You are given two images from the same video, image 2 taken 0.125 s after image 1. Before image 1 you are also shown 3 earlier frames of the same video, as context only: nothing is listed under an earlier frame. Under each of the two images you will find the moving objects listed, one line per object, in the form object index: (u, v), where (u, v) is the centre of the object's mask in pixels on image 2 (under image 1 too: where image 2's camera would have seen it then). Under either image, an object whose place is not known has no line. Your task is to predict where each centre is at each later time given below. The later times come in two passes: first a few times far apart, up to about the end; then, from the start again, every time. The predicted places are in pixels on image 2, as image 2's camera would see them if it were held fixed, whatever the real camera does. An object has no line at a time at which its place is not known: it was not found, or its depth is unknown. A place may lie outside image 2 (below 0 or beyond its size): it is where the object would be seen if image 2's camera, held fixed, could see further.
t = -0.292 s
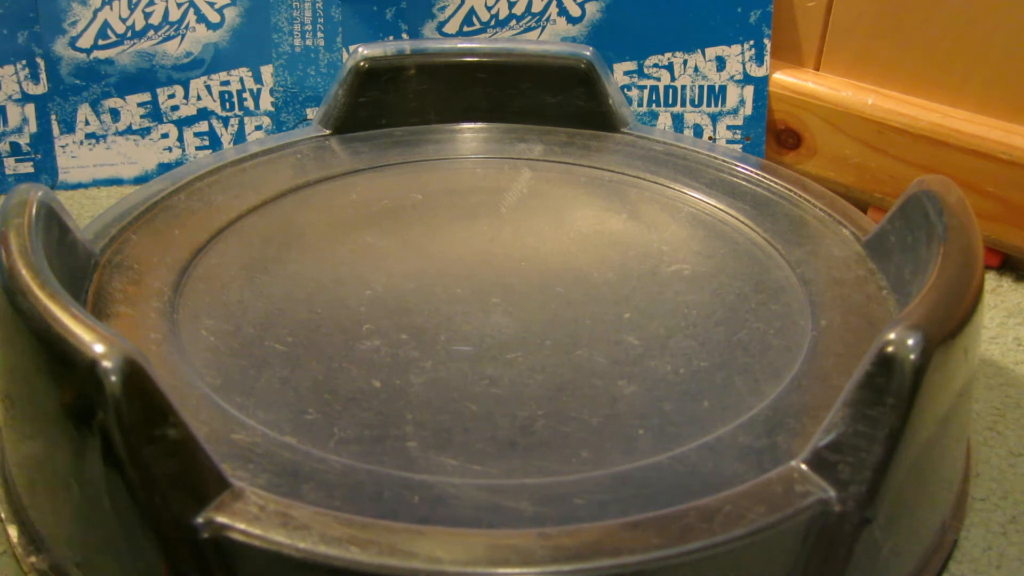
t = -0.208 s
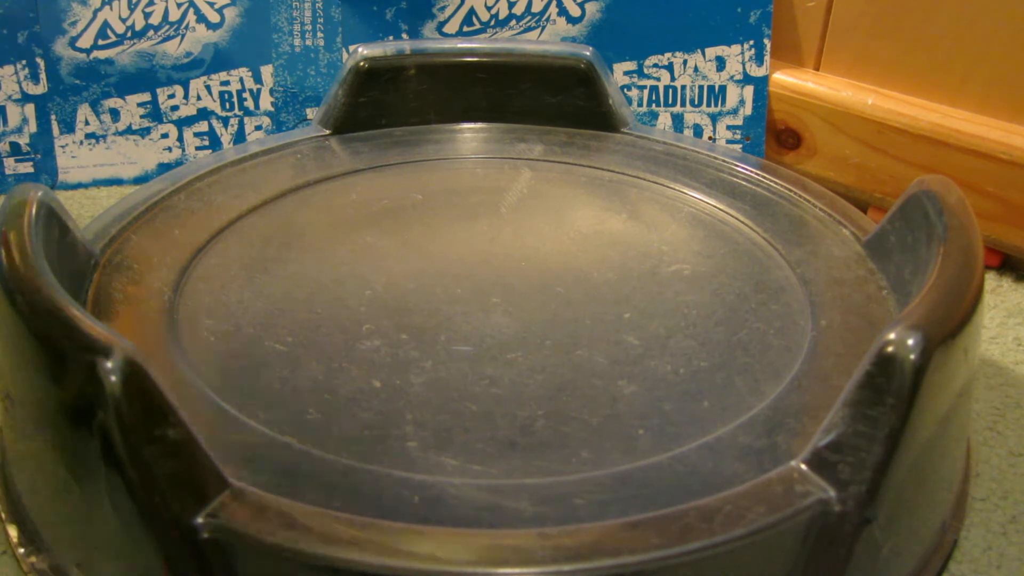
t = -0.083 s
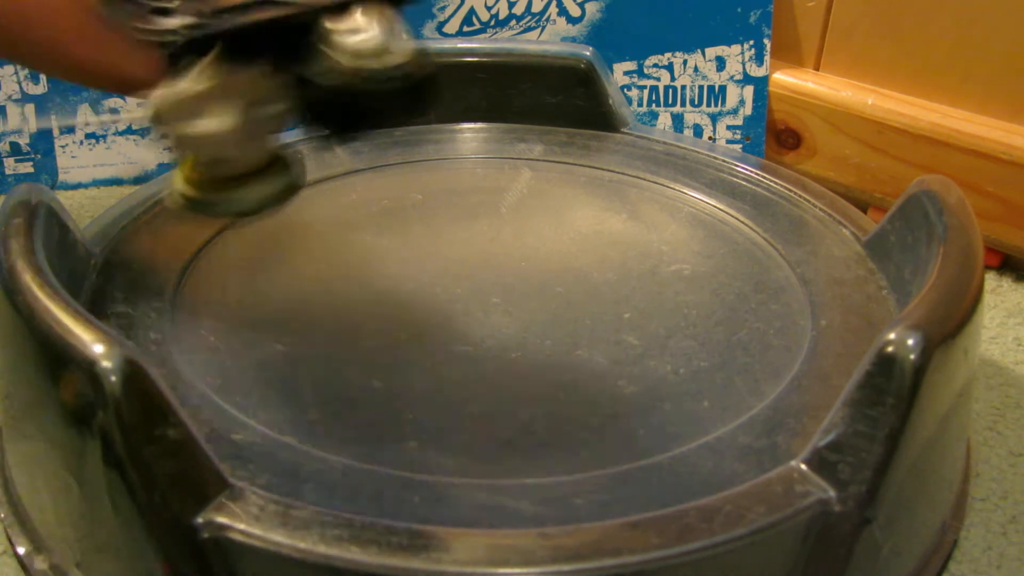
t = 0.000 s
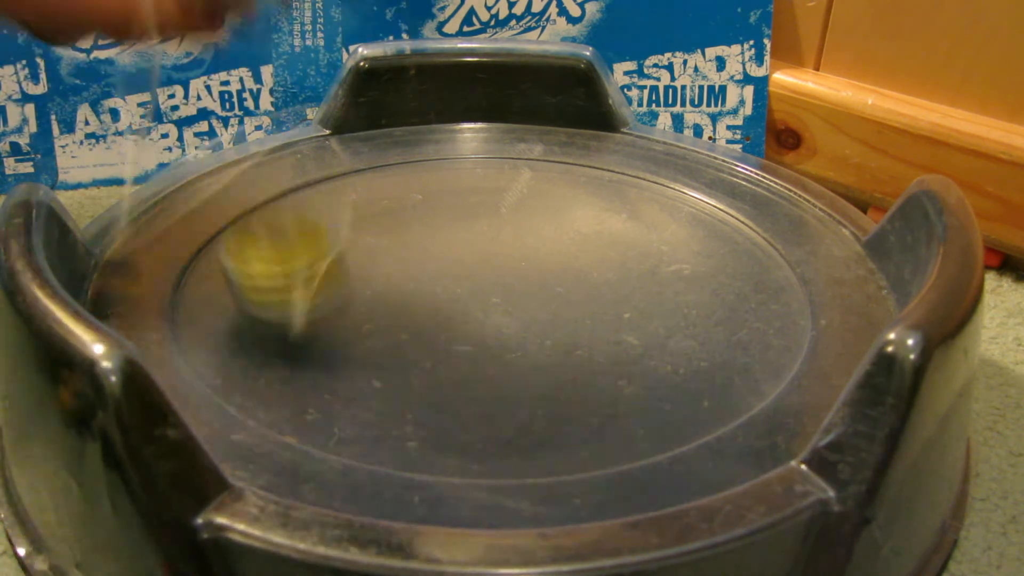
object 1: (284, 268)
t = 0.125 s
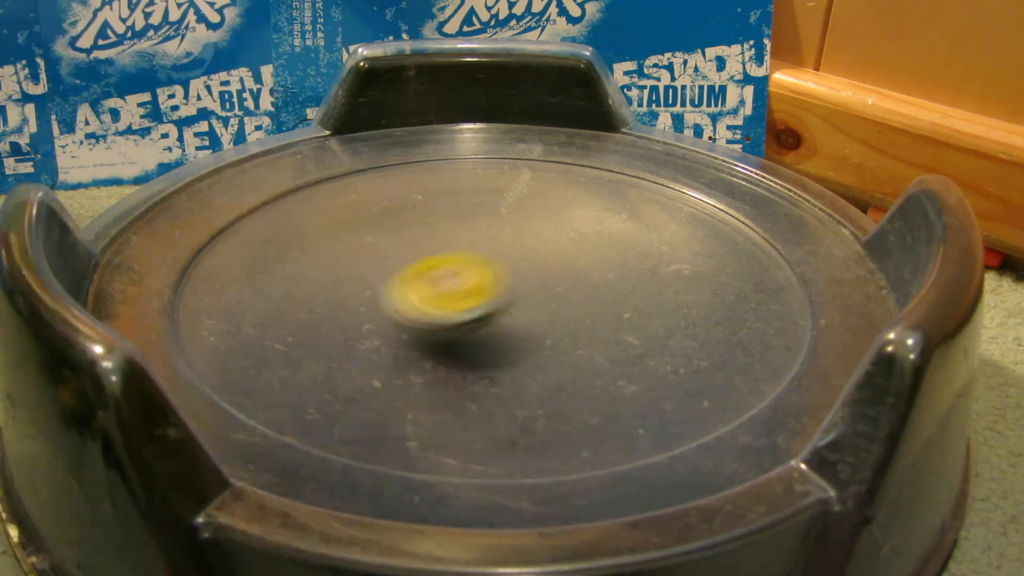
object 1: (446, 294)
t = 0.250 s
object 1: (572, 291)
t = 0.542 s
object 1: (630, 246)
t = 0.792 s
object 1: (583, 234)
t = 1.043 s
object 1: (547, 264)
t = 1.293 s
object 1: (567, 291)
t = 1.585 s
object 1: (592, 301)
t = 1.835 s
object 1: (582, 303)
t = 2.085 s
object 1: (558, 314)
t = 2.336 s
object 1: (537, 326)
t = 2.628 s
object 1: (510, 333)
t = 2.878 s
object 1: (487, 334)
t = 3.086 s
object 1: (472, 333)
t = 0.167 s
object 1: (499, 294)
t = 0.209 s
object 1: (539, 290)
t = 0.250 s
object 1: (572, 291)
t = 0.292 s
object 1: (591, 289)
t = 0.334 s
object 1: (604, 285)
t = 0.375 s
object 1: (614, 279)
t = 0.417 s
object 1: (623, 271)
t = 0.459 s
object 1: (629, 261)
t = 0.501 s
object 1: (632, 253)
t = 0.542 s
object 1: (630, 246)
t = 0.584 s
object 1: (626, 241)
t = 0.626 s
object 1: (619, 236)
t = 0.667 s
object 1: (612, 234)
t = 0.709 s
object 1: (603, 233)
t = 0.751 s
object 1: (594, 233)
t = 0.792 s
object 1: (583, 234)
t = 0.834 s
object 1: (573, 236)
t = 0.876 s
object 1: (564, 240)
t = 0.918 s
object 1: (557, 246)
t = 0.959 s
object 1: (552, 252)
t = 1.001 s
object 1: (548, 258)
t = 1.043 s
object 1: (547, 264)
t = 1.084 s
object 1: (548, 270)
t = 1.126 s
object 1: (550, 275)
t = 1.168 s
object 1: (553, 280)
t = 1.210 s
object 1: (557, 285)
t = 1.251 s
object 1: (562, 288)
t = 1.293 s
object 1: (567, 291)
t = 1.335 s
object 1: (572, 294)
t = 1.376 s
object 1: (576, 296)
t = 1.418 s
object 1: (580, 298)
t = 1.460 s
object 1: (584, 299)
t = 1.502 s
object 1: (588, 300)
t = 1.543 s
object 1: (590, 301)
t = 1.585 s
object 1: (592, 301)
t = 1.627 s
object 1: (593, 301)
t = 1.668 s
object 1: (593, 301)
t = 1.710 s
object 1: (592, 301)
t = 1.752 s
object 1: (589, 301)
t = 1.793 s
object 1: (586, 302)
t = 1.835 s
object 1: (582, 303)
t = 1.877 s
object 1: (578, 305)
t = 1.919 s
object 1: (574, 306)
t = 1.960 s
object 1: (570, 308)
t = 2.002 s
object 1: (566, 310)
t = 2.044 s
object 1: (562, 312)
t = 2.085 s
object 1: (558, 314)
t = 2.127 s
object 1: (554, 316)
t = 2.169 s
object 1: (550, 318)
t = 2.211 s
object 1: (547, 320)
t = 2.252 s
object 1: (543, 322)
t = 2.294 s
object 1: (540, 324)
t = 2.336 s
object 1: (537, 326)
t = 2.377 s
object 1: (534, 328)
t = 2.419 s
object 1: (531, 329)
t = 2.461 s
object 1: (528, 330)
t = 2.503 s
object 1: (523, 331)
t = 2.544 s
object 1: (519, 332)
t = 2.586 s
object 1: (515, 332)
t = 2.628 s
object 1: (510, 333)
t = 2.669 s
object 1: (506, 333)
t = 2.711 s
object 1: (502, 334)
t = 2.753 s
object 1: (499, 334)
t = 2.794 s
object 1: (494, 334)
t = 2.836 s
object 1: (491, 335)
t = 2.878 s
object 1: (487, 334)
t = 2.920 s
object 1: (484, 334)
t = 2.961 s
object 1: (482, 334)
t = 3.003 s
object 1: (479, 334)
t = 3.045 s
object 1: (476, 334)
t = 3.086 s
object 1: (472, 333)
